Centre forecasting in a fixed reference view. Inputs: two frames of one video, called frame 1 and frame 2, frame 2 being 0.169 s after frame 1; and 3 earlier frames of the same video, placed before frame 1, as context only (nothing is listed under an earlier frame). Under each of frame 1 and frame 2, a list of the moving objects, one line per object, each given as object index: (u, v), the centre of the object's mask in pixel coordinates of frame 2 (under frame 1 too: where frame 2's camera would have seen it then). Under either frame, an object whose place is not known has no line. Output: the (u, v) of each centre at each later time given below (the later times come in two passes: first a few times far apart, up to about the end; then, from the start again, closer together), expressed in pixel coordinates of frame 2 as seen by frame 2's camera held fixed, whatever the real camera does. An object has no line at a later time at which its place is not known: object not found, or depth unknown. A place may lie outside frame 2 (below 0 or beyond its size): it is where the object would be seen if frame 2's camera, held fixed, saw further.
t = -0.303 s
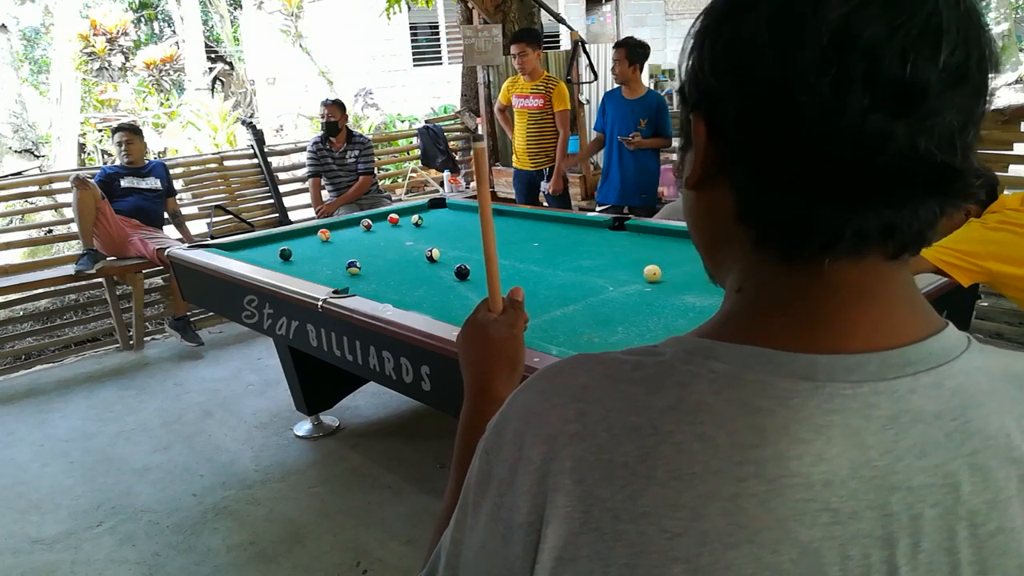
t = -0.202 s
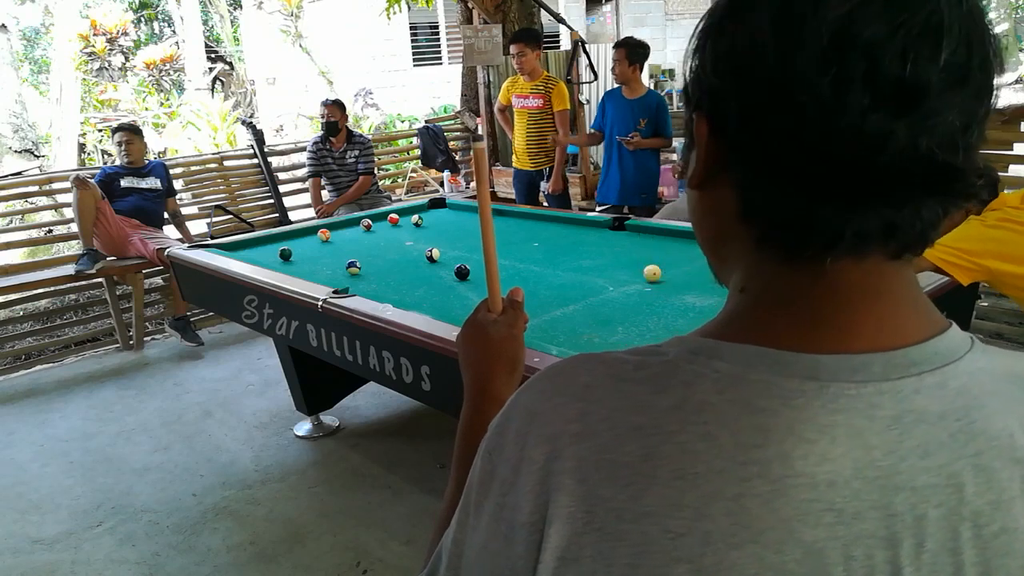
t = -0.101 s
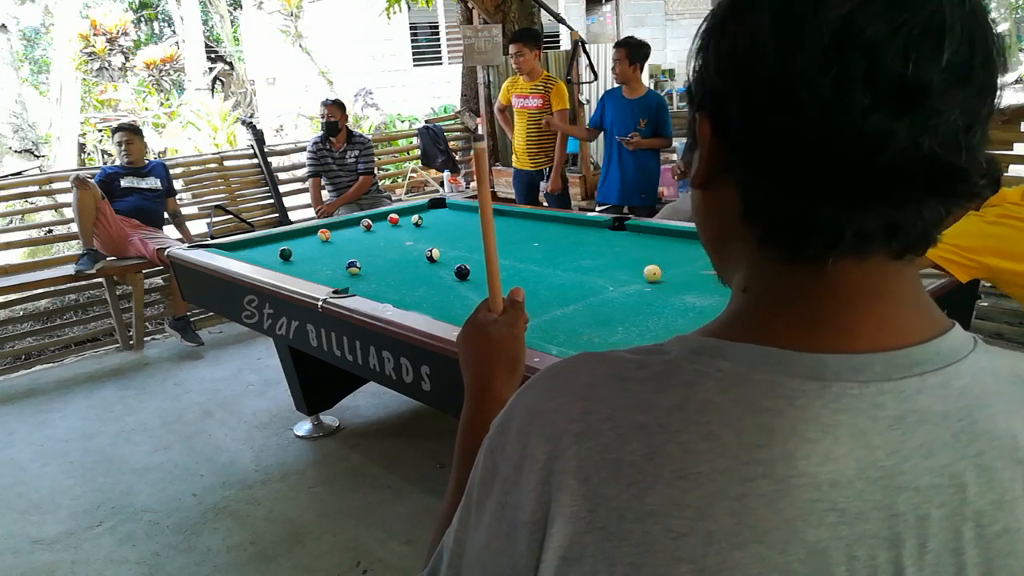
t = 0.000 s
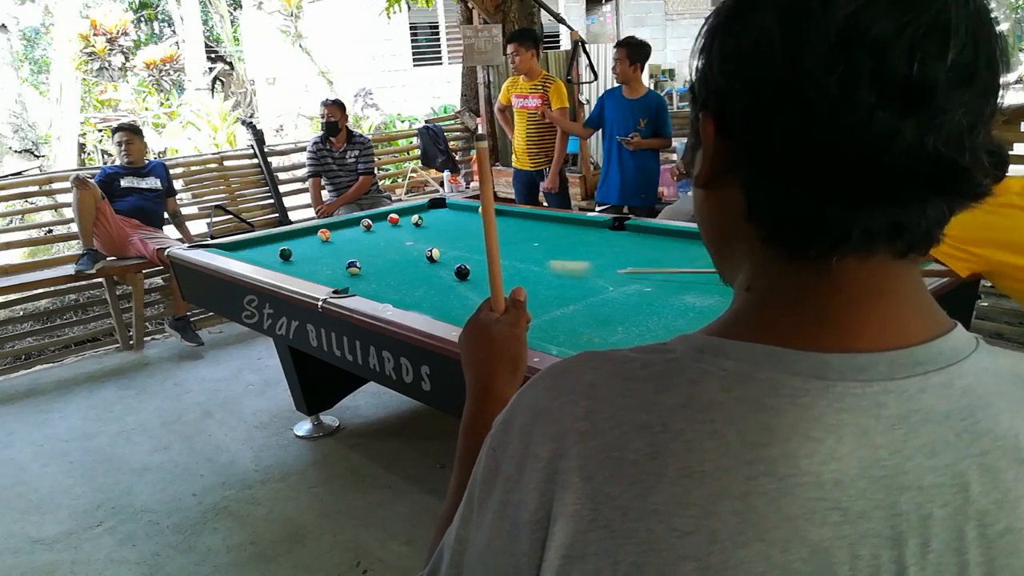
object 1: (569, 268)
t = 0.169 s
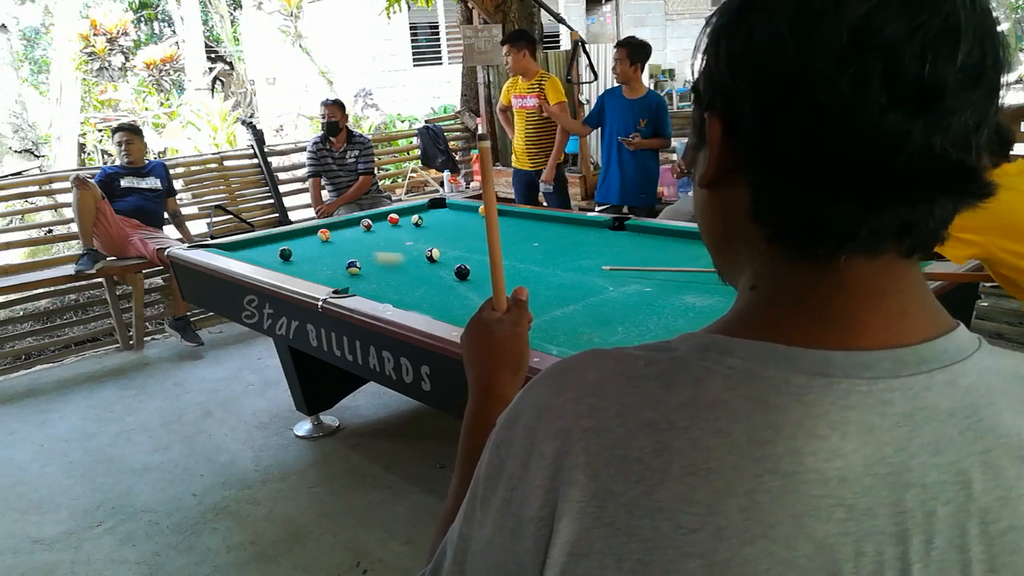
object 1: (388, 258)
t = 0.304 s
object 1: (295, 254)
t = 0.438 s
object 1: (285, 254)
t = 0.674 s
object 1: (246, 250)
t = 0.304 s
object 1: (295, 254)
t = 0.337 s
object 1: (293, 254)
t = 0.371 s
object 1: (291, 254)
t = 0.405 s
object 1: (289, 254)
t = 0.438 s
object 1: (285, 254)
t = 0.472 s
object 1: (281, 254)
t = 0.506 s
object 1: (277, 253)
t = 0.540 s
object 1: (272, 253)
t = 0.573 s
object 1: (266, 253)
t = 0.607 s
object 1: (260, 252)
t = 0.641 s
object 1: (252, 252)
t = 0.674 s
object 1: (246, 250)
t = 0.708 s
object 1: (239, 250)
